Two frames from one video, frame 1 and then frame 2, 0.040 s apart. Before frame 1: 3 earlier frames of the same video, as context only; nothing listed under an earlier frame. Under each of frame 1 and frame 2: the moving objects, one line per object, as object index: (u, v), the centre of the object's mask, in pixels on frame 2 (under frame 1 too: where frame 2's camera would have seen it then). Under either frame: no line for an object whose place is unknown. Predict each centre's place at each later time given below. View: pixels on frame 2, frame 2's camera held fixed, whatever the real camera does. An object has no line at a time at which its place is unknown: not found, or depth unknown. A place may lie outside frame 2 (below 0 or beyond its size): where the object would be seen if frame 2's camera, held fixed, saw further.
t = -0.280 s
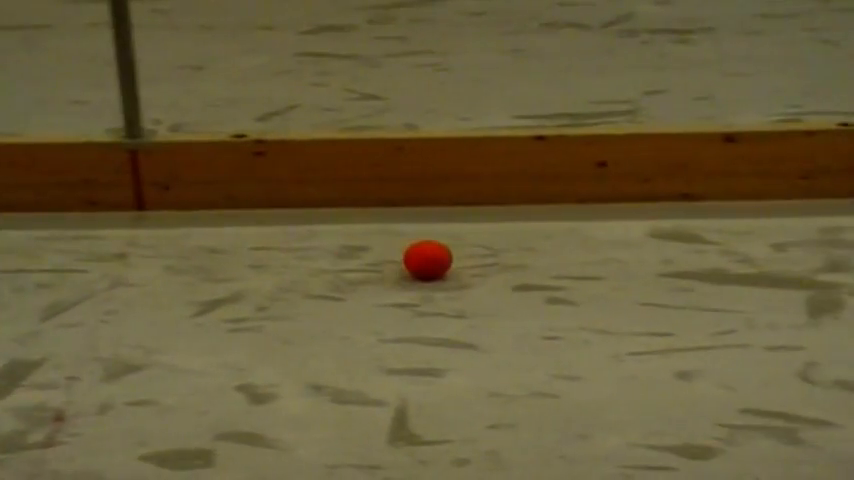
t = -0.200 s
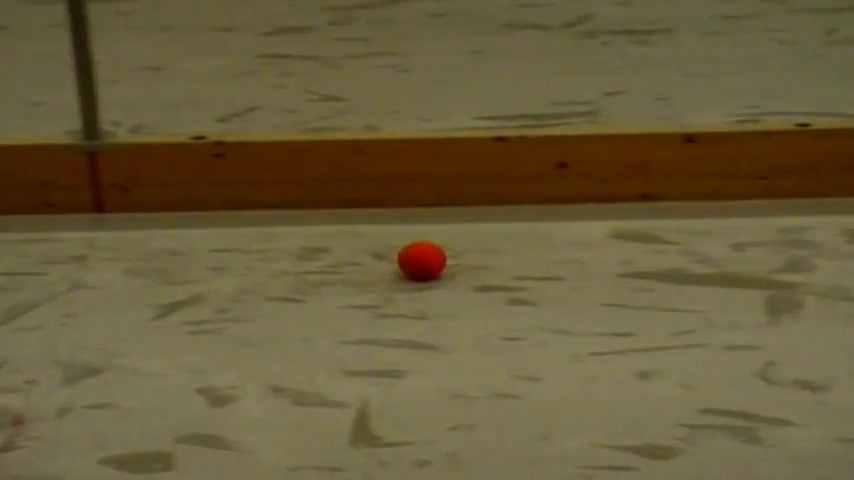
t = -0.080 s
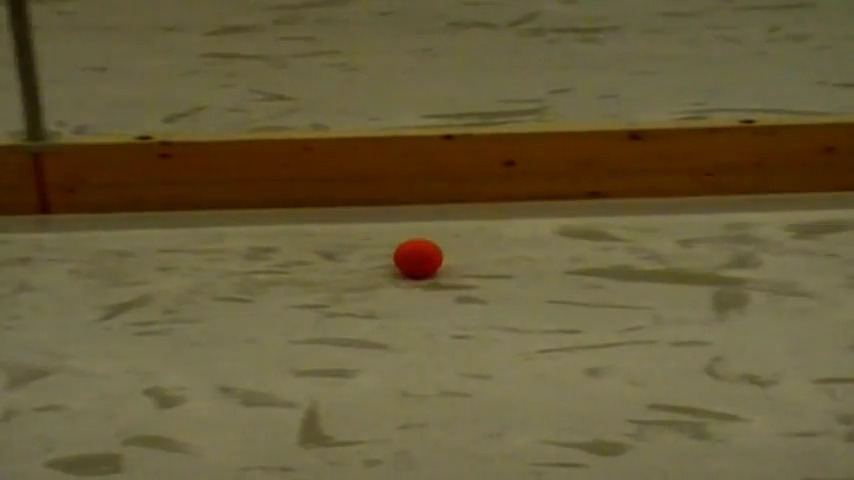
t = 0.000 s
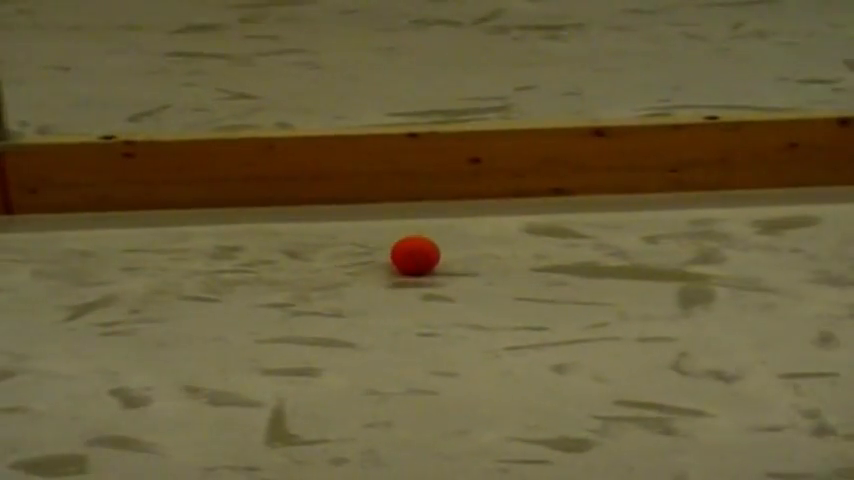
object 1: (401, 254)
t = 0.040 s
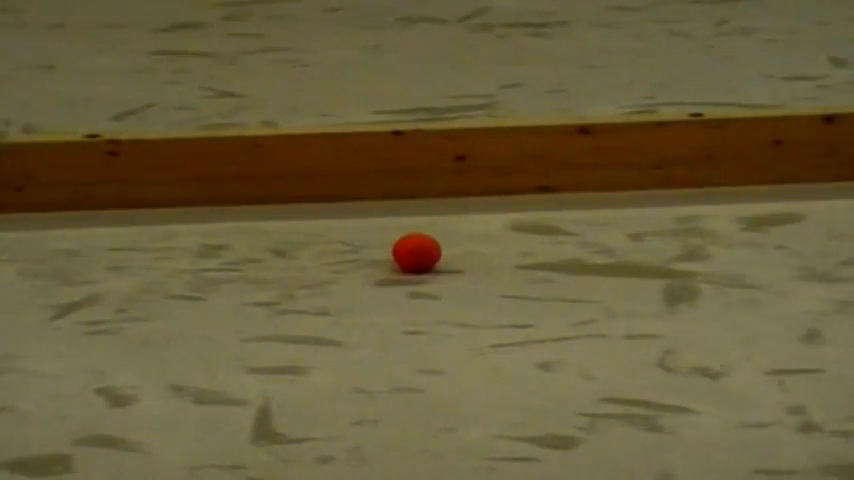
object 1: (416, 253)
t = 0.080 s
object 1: (432, 253)
